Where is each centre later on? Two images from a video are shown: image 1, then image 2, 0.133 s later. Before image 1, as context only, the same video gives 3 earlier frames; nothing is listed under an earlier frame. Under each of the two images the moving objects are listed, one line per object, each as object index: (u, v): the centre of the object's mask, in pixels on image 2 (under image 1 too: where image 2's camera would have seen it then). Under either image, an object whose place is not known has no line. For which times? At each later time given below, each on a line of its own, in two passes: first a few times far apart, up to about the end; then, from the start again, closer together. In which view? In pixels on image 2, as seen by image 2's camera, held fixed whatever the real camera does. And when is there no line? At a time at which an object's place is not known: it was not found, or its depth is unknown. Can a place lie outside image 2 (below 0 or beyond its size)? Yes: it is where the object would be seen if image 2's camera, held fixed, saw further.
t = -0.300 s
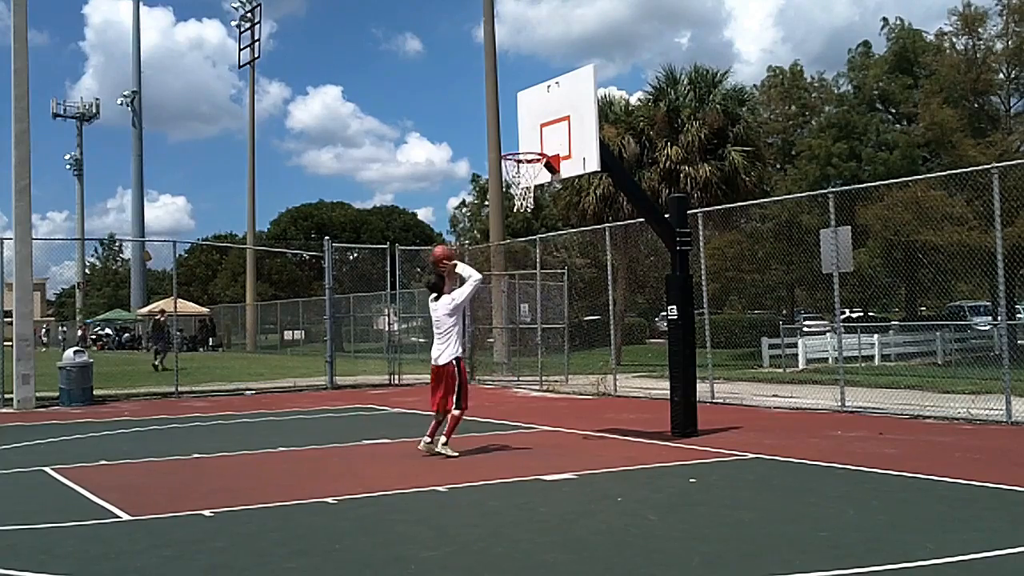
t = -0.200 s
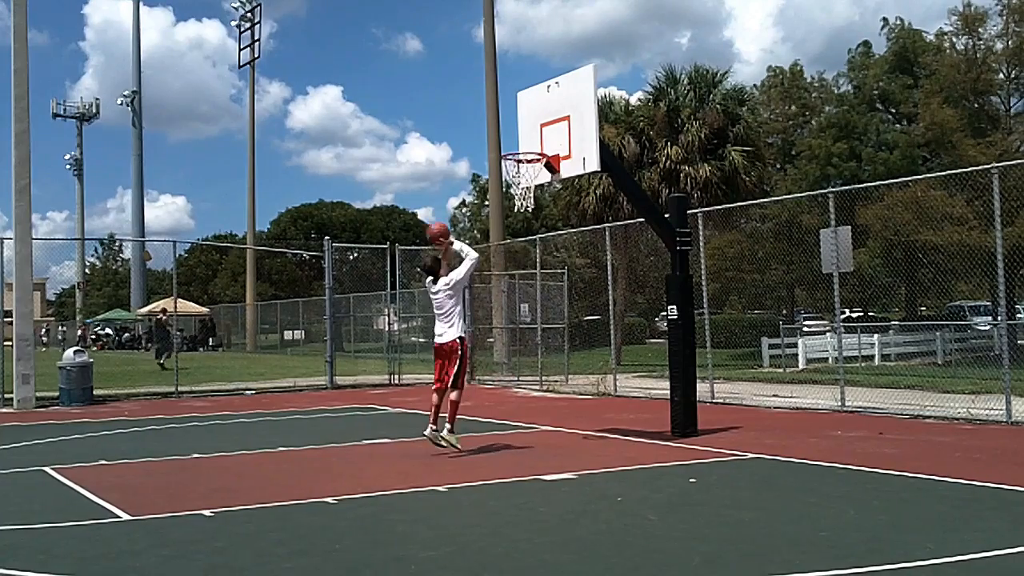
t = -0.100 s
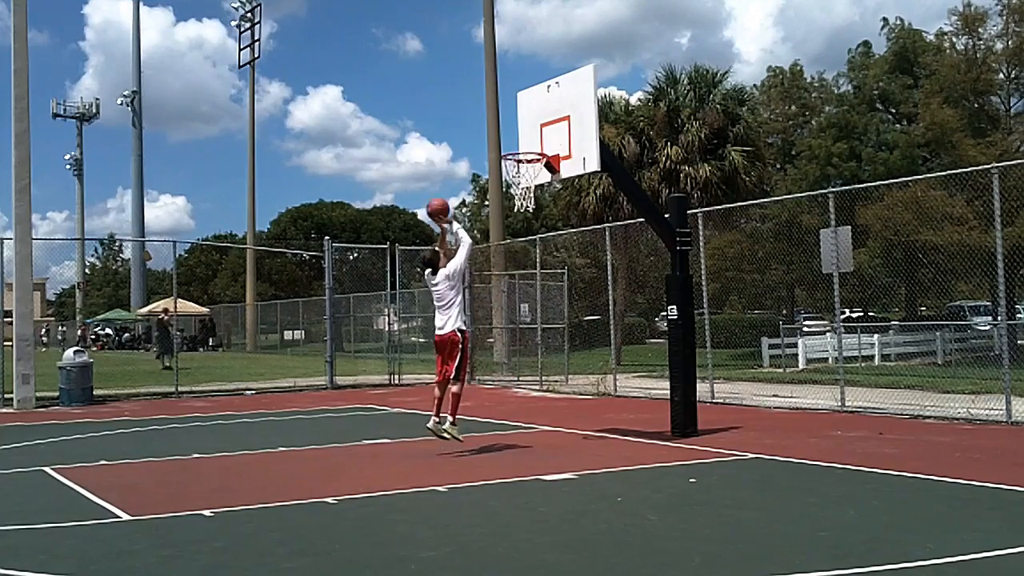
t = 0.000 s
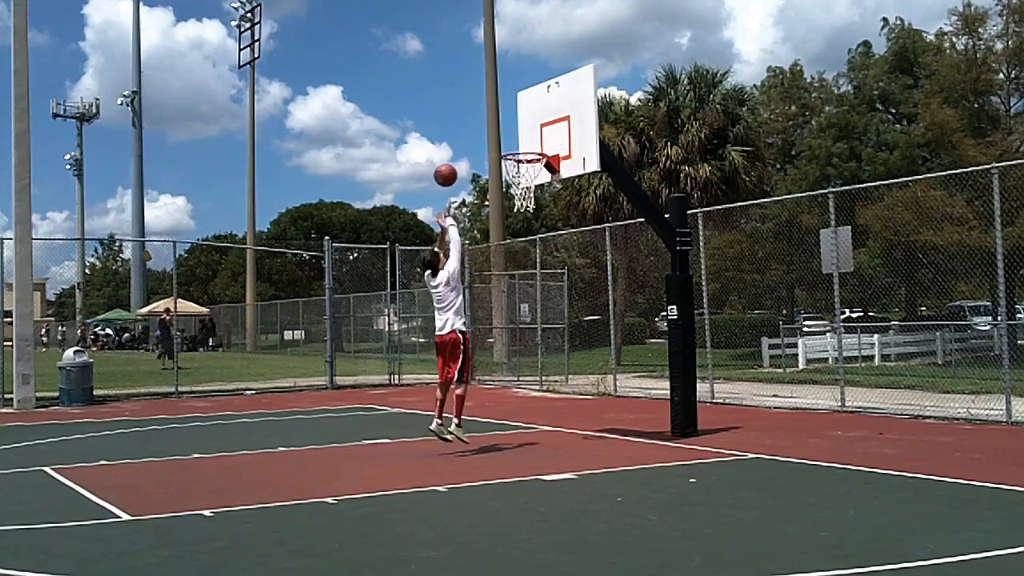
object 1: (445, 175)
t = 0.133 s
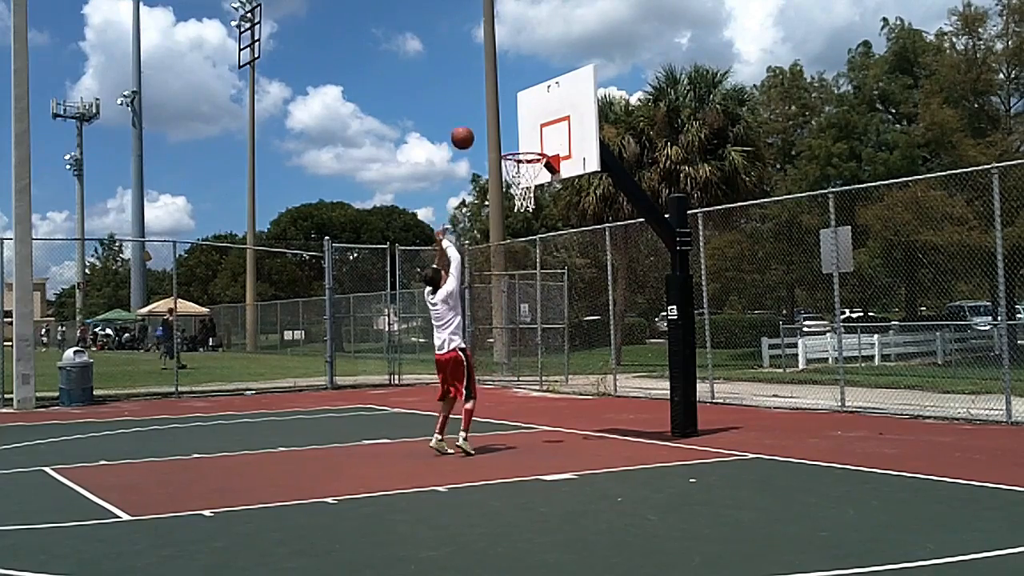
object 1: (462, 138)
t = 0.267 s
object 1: (479, 117)
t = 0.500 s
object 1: (509, 123)
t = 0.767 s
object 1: (539, 178)
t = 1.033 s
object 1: (543, 246)
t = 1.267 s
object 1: (547, 355)
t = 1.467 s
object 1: (543, 400)
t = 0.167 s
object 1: (467, 131)
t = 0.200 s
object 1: (471, 125)
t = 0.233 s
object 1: (475, 121)
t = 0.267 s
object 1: (479, 117)
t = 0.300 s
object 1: (483, 115)
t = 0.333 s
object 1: (488, 114)
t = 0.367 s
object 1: (493, 114)
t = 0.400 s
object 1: (497, 114)
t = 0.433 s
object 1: (501, 116)
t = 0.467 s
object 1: (506, 119)
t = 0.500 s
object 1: (509, 123)
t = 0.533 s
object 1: (514, 128)
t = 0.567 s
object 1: (518, 134)
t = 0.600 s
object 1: (523, 141)
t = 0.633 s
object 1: (528, 146)
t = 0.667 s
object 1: (532, 159)
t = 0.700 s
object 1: (537, 167)
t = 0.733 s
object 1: (539, 175)
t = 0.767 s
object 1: (539, 178)
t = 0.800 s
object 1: (541, 186)
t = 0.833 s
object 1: (543, 190)
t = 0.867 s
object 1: (541, 201)
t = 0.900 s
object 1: (542, 205)
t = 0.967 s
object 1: (542, 224)
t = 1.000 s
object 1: (542, 234)
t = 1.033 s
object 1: (543, 246)
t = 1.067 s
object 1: (543, 258)
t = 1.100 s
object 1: (544, 271)
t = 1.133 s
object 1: (545, 287)
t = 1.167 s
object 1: (546, 302)
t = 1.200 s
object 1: (545, 318)
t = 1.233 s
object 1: (547, 337)
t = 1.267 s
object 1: (547, 355)
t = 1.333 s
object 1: (548, 396)
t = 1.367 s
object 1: (549, 418)
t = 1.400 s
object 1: (549, 435)
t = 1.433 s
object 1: (546, 417)
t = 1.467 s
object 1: (543, 400)
